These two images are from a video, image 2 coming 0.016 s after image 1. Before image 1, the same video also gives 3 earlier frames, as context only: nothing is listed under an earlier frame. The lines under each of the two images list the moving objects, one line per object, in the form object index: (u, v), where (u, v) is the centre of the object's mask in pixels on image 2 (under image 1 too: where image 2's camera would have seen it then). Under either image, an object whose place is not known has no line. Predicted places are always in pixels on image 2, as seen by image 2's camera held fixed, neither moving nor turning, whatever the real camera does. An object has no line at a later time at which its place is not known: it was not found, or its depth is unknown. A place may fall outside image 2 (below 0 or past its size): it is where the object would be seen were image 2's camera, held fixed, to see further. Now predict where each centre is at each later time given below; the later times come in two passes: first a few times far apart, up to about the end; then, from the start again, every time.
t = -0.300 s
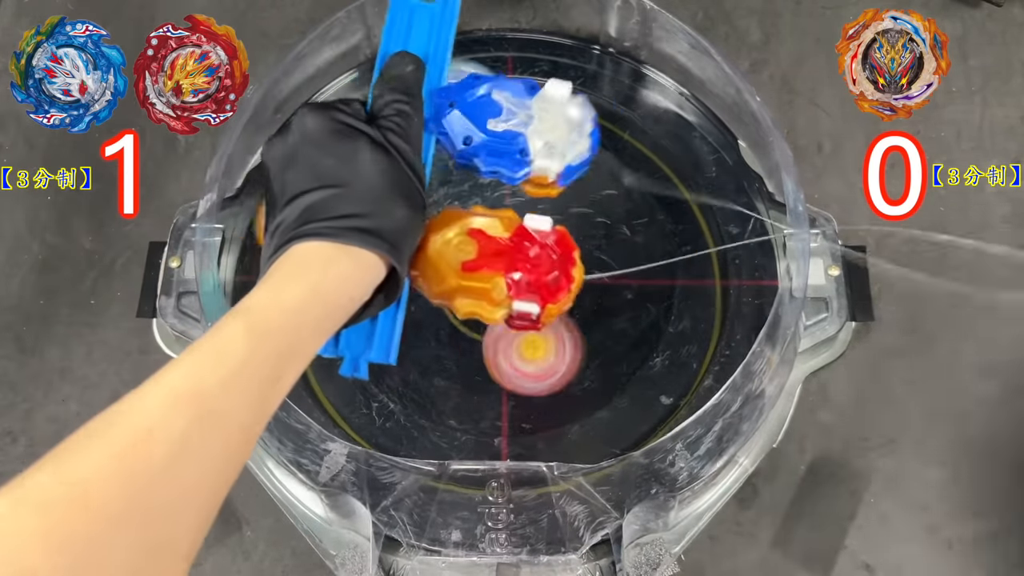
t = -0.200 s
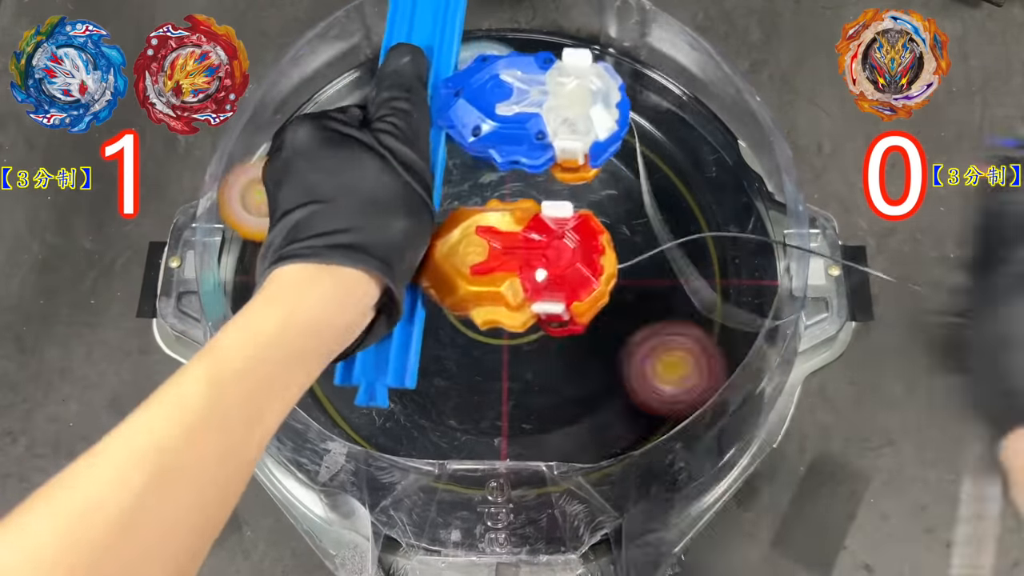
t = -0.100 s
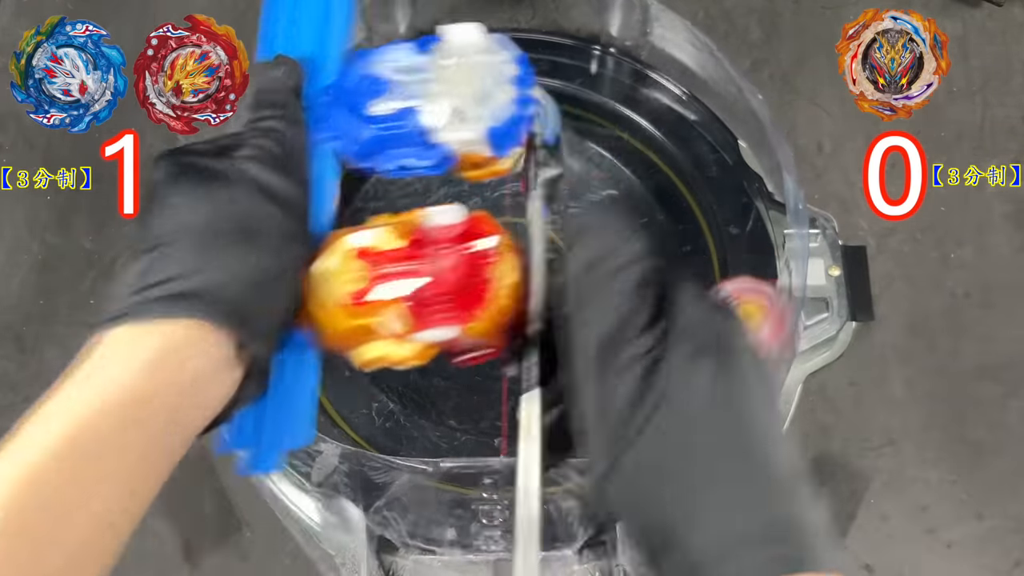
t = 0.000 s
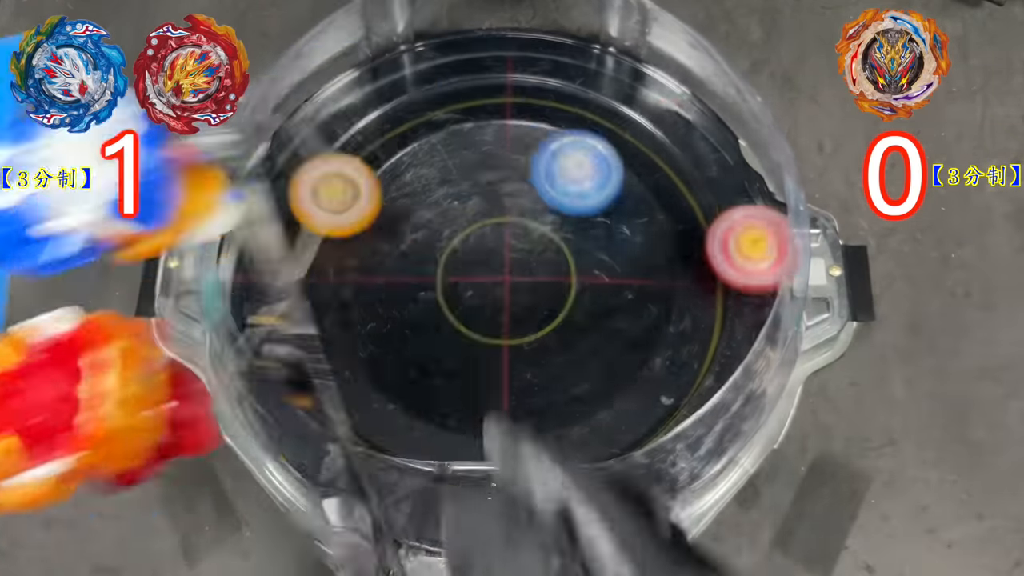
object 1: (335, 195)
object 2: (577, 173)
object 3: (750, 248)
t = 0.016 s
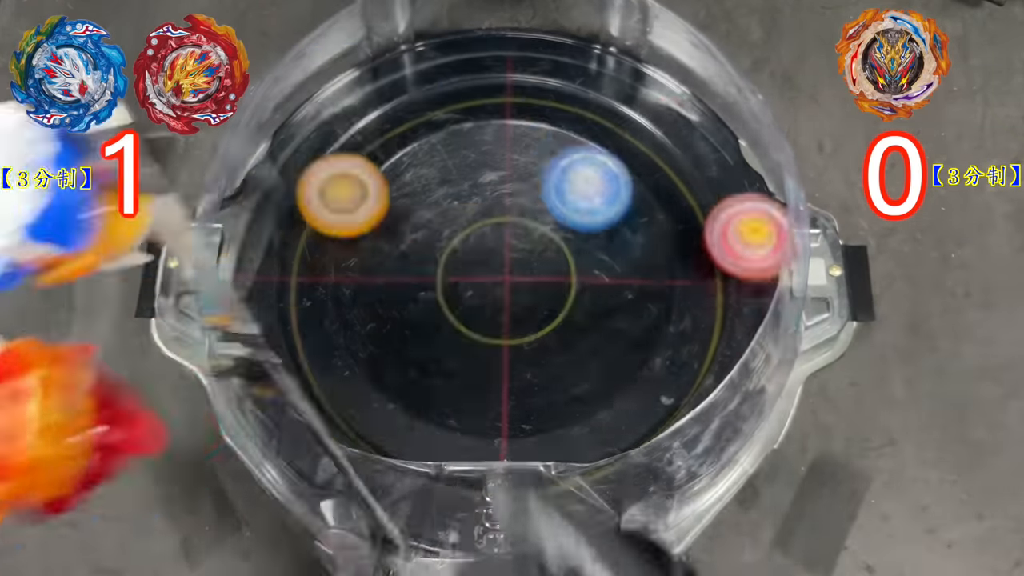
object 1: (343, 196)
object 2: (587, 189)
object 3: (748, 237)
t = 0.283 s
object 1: (534, 278)
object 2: (568, 384)
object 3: (638, 100)
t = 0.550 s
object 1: (620, 275)
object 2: (358, 327)
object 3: (388, 121)
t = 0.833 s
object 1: (752, 309)
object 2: (321, 111)
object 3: (331, 287)
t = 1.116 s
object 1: (736, 225)
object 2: (538, 208)
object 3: (403, 502)
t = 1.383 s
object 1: (529, 69)
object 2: (557, 371)
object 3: (547, 477)
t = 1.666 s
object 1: (298, 227)
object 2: (441, 236)
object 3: (663, 429)
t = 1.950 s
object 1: (394, 443)
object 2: (606, 222)
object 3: (654, 301)
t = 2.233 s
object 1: (605, 446)
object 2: (469, 231)
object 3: (749, 319)
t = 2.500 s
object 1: (525, 400)
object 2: (542, 214)
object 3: (691, 292)
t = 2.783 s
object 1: (385, 215)
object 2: (464, 257)
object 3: (609, 177)
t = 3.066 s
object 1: (384, 99)
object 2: (410, 287)
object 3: (494, 150)
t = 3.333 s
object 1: (384, 181)
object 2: (293, 349)
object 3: (481, 172)
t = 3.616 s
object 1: (491, 353)
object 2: (268, 359)
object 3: (527, 273)
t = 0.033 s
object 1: (351, 197)
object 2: (596, 206)
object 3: (747, 226)
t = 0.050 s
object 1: (359, 199)
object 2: (603, 218)
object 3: (744, 216)
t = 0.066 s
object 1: (369, 202)
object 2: (608, 227)
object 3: (741, 204)
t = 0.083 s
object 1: (379, 206)
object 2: (612, 238)
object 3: (737, 195)
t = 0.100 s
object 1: (391, 210)
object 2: (617, 253)
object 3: (732, 185)
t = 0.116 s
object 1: (403, 216)
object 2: (621, 269)
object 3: (726, 176)
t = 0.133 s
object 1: (415, 222)
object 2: (624, 286)
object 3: (719, 168)
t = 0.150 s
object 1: (428, 229)
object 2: (623, 297)
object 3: (712, 159)
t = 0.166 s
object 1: (441, 235)
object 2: (620, 309)
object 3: (704, 150)
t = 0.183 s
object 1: (454, 242)
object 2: (617, 323)
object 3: (697, 141)
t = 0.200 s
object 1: (468, 249)
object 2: (613, 336)
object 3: (689, 134)
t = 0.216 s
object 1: (482, 256)
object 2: (606, 346)
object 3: (680, 126)
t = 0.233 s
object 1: (495, 263)
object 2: (599, 357)
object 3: (671, 119)
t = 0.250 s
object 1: (509, 268)
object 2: (590, 367)
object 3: (660, 111)
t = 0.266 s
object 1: (521, 274)
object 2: (580, 375)
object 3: (650, 106)
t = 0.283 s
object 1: (534, 278)
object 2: (568, 384)
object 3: (638, 100)
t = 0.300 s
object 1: (545, 281)
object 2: (555, 392)
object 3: (626, 95)
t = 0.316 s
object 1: (557, 283)
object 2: (541, 398)
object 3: (611, 91)
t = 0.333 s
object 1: (567, 284)
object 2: (526, 402)
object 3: (596, 88)
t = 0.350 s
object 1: (577, 286)
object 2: (511, 406)
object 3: (580, 85)
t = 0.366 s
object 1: (586, 286)
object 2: (495, 408)
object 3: (564, 82)
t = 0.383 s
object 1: (593, 286)
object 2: (479, 409)
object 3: (547, 81)
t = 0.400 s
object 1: (600, 286)
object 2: (463, 407)
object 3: (531, 80)
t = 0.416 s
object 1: (605, 285)
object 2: (448, 404)
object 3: (514, 80)
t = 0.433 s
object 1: (610, 285)
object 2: (434, 400)
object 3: (497, 82)
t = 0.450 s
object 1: (614, 284)
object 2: (419, 394)
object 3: (481, 84)
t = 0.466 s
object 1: (617, 282)
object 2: (405, 386)
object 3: (465, 88)
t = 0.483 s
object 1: (619, 281)
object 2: (393, 376)
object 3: (449, 92)
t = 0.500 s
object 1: (621, 280)
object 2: (381, 366)
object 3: (434, 98)
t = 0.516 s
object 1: (621, 278)
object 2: (371, 354)
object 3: (418, 105)
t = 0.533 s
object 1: (621, 276)
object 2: (364, 341)
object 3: (403, 112)
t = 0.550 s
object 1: (620, 275)
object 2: (358, 327)
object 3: (388, 121)
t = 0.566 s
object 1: (618, 273)
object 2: (354, 312)
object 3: (374, 129)
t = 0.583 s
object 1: (615, 271)
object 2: (351, 296)
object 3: (361, 140)
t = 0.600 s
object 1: (612, 268)
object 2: (351, 280)
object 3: (347, 150)
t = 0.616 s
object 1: (608, 266)
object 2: (353, 264)
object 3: (335, 162)
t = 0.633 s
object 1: (603, 264)
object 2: (359, 250)
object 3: (322, 171)
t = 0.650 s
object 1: (598, 261)
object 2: (376, 248)
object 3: (296, 166)
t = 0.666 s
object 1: (593, 259)
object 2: (396, 244)
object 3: (277, 165)
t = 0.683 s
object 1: (588, 256)
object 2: (414, 243)
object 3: (279, 177)
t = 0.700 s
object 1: (580, 254)
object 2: (432, 239)
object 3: (286, 192)
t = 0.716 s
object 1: (573, 251)
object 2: (450, 234)
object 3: (290, 201)
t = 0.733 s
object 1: (566, 248)
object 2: (468, 230)
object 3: (295, 213)
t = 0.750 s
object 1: (569, 250)
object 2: (476, 222)
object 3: (300, 227)
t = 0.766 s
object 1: (620, 266)
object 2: (446, 197)
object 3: (306, 240)
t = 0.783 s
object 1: (671, 278)
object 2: (415, 173)
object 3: (311, 251)
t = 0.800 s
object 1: (721, 289)
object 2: (381, 149)
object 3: (317, 262)
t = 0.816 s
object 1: (762, 301)
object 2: (352, 130)
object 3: (324, 274)
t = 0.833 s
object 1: (752, 309)
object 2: (321, 111)
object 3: (331, 287)
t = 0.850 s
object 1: (739, 318)
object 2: (314, 109)
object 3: (342, 301)
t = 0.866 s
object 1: (723, 328)
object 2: (323, 113)
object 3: (350, 316)
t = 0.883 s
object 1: (705, 336)
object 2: (337, 120)
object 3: (361, 330)
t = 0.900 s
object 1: (693, 338)
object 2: (353, 129)
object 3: (377, 346)
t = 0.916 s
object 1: (679, 341)
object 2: (367, 138)
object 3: (393, 362)
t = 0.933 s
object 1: (664, 345)
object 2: (381, 144)
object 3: (411, 376)
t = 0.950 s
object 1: (649, 350)
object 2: (394, 147)
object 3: (433, 389)
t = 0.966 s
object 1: (633, 354)
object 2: (406, 153)
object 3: (457, 399)
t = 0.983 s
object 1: (616, 356)
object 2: (419, 160)
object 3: (482, 408)
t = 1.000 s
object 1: (600, 358)
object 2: (432, 169)
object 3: (509, 411)
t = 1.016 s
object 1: (607, 349)
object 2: (447, 174)
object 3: (507, 421)
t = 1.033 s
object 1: (631, 327)
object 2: (461, 179)
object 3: (487, 440)
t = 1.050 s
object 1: (653, 304)
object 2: (476, 184)
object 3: (464, 462)
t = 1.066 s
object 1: (675, 284)
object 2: (492, 189)
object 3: (445, 476)
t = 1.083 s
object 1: (697, 265)
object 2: (508, 195)
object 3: (427, 485)
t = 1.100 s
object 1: (718, 246)
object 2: (522, 200)
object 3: (413, 494)
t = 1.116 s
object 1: (736, 225)
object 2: (538, 208)
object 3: (403, 502)
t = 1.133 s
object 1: (748, 204)
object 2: (549, 215)
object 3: (402, 504)
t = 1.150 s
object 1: (740, 190)
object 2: (561, 224)
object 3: (408, 505)
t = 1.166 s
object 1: (724, 179)
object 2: (571, 233)
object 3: (418, 505)
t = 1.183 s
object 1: (710, 167)
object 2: (580, 243)
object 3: (431, 504)
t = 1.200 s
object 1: (696, 154)
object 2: (587, 252)
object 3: (441, 504)
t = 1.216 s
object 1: (682, 144)
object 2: (593, 263)
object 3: (456, 504)
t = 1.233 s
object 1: (668, 134)
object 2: (597, 273)
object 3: (466, 504)
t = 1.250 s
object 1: (653, 123)
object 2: (600, 284)
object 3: (478, 503)
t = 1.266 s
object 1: (638, 114)
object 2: (601, 297)
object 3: (488, 502)
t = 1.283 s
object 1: (624, 104)
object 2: (600, 309)
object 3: (497, 500)
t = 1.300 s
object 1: (609, 96)
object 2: (597, 321)
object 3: (508, 498)
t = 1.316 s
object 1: (594, 88)
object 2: (592, 333)
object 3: (516, 494)
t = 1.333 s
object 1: (579, 82)
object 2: (585, 344)
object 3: (524, 490)
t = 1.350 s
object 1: (562, 76)
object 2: (577, 354)
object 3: (531, 487)
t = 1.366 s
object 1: (546, 72)
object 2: (568, 363)
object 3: (539, 483)
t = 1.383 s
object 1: (529, 69)
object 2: (557, 371)
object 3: (547, 477)
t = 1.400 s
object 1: (512, 68)
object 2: (545, 377)
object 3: (554, 472)
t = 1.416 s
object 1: (494, 69)
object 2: (533, 379)
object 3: (561, 470)
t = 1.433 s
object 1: (476, 72)
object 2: (520, 374)
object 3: (572, 470)
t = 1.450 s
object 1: (458, 76)
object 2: (508, 368)
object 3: (583, 470)
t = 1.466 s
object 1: (440, 82)
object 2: (495, 362)
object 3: (594, 471)
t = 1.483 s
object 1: (423, 90)
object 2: (484, 355)
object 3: (602, 471)
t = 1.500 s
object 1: (406, 97)
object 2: (473, 347)
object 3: (611, 471)
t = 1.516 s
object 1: (389, 105)
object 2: (463, 338)
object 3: (618, 470)
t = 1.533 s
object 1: (373, 113)
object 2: (453, 328)
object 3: (625, 468)
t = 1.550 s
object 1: (358, 123)
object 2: (445, 317)
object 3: (632, 464)
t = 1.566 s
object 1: (344, 134)
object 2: (438, 305)
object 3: (638, 458)
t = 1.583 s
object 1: (331, 147)
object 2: (434, 293)
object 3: (642, 453)
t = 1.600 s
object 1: (320, 161)
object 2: (431, 282)
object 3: (648, 449)
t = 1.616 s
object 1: (311, 175)
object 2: (431, 269)
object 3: (653, 444)
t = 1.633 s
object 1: (305, 192)
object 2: (432, 258)
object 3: (657, 440)
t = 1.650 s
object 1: (301, 210)
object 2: (436, 247)
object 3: (661, 435)
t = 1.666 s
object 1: (298, 227)
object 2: (441, 236)
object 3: (663, 429)
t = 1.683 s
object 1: (295, 245)
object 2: (449, 227)
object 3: (665, 424)
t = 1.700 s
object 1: (292, 262)
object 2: (457, 218)
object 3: (666, 415)
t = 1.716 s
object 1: (290, 278)
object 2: (468, 210)
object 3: (668, 406)
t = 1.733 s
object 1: (289, 295)
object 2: (480, 203)
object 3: (665, 393)
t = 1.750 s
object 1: (288, 311)
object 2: (493, 199)
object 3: (667, 384)
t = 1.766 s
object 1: (288, 326)
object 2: (506, 195)
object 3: (669, 376)
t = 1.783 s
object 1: (293, 340)
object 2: (520, 194)
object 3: (670, 367)
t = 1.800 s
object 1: (299, 355)
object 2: (534, 194)
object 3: (668, 358)
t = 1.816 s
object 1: (308, 368)
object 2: (548, 196)
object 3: (665, 349)
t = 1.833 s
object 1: (318, 380)
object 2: (562, 199)
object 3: (662, 341)
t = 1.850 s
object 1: (328, 392)
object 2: (575, 204)
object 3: (658, 332)
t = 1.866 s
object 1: (339, 401)
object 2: (587, 209)
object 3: (654, 324)
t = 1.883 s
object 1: (350, 410)
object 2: (598, 216)
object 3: (650, 315)
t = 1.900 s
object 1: (362, 419)
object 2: (607, 224)
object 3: (645, 304)
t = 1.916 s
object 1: (372, 427)
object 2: (608, 224)
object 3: (647, 302)
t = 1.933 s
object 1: (383, 436)
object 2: (607, 223)
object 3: (651, 301)
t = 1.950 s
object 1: (394, 443)
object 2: (606, 222)
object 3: (654, 301)
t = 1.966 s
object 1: (405, 449)
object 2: (604, 222)
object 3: (655, 298)
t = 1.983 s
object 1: (415, 455)
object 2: (602, 224)
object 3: (656, 294)
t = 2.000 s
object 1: (428, 460)
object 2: (600, 227)
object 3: (656, 290)
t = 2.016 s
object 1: (441, 465)
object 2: (587, 226)
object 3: (668, 290)
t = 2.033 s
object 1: (453, 468)
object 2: (573, 225)
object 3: (681, 290)
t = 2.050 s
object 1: (466, 471)
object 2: (557, 224)
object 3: (693, 291)
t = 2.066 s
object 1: (480, 474)
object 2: (544, 223)
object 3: (705, 294)
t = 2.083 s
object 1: (494, 474)
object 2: (531, 223)
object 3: (717, 297)
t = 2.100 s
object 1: (508, 474)
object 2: (519, 224)
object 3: (725, 300)
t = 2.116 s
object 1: (522, 472)
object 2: (508, 225)
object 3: (728, 299)
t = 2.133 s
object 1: (536, 468)
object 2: (500, 226)
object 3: (731, 299)
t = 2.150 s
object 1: (549, 465)
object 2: (491, 228)
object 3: (733, 300)
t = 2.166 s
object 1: (561, 461)
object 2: (484, 230)
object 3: (737, 302)
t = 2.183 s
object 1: (574, 457)
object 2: (479, 230)
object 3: (740, 305)
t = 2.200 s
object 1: (585, 453)
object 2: (474, 231)
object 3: (743, 309)
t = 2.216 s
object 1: (596, 450)
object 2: (471, 232)
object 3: (747, 314)
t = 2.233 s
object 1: (605, 446)
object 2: (469, 231)
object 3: (749, 319)
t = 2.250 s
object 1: (615, 441)
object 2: (468, 231)
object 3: (747, 322)
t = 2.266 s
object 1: (624, 437)
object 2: (468, 230)
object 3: (743, 326)
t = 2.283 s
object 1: (632, 433)
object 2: (470, 229)
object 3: (741, 331)
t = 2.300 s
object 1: (640, 428)
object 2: (472, 226)
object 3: (739, 336)
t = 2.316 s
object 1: (647, 421)
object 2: (475, 224)
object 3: (736, 342)
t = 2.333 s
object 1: (654, 414)
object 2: (479, 221)
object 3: (735, 347)
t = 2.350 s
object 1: (656, 408)
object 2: (484, 218)
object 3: (738, 353)
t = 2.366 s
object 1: (641, 407)
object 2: (490, 215)
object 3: (745, 349)
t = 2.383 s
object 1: (626, 407)
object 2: (496, 213)
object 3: (737, 337)
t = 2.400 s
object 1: (609, 408)
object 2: (502, 212)
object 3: (724, 325)
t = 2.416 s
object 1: (595, 409)
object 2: (508, 211)
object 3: (721, 320)
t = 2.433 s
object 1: (581, 408)
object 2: (514, 210)
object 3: (720, 316)
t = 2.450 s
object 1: (567, 408)
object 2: (522, 210)
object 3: (713, 310)
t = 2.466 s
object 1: (553, 408)
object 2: (529, 211)
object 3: (707, 303)
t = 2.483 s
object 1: (539, 405)
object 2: (536, 212)
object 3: (699, 297)
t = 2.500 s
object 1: (525, 400)
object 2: (542, 214)
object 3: (691, 292)
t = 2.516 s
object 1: (511, 396)
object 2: (548, 218)
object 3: (684, 287)
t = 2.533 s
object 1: (497, 389)
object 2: (554, 222)
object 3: (677, 283)
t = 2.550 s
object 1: (483, 382)
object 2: (557, 227)
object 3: (668, 279)
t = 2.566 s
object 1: (470, 373)
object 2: (560, 232)
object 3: (660, 274)
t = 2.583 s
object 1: (458, 364)
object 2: (562, 238)
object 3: (650, 267)
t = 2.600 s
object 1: (446, 354)
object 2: (558, 243)
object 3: (644, 260)
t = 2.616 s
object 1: (435, 343)
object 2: (547, 248)
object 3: (648, 254)
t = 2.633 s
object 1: (425, 331)
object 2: (535, 253)
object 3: (652, 249)
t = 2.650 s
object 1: (415, 318)
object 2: (523, 258)
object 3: (654, 243)
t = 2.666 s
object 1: (407, 306)
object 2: (513, 261)
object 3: (653, 235)
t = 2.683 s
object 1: (399, 293)
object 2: (504, 264)
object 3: (652, 228)
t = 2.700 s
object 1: (393, 280)
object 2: (495, 265)
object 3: (648, 219)
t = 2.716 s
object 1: (389, 266)
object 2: (486, 266)
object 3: (644, 211)
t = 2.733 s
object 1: (386, 252)
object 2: (480, 265)
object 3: (638, 202)
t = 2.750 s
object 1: (384, 239)
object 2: (474, 263)
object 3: (630, 193)
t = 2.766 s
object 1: (385, 226)
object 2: (468, 260)
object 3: (620, 185)
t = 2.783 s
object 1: (385, 215)
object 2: (464, 257)
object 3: (609, 177)
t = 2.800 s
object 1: (387, 204)
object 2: (461, 253)
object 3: (596, 171)
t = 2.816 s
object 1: (390, 193)
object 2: (459, 250)
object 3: (583, 166)
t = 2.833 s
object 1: (393, 183)
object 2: (459, 244)
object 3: (567, 162)
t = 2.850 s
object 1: (398, 173)
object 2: (459, 240)
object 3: (551, 160)
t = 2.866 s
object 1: (403, 165)
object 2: (459, 235)
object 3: (534, 160)
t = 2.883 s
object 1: (409, 158)
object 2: (461, 230)
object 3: (517, 161)
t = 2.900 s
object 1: (415, 151)
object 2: (455, 237)
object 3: (509, 151)
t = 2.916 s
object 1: (421, 145)
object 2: (448, 248)
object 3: (504, 141)
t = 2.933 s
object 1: (420, 136)
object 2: (441, 256)
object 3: (502, 136)
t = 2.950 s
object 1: (414, 128)
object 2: (435, 266)
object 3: (505, 133)
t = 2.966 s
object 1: (408, 121)
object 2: (430, 272)
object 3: (507, 133)
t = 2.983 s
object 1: (402, 115)
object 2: (426, 277)
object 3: (509, 133)
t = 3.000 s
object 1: (397, 109)
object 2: (422, 282)
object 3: (508, 134)
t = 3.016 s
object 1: (393, 105)
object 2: (419, 284)
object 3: (507, 137)
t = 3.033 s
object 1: (388, 100)
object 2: (416, 287)
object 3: (503, 141)
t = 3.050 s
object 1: (386, 98)
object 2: (413, 288)
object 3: (499, 145)
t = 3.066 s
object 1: (384, 99)
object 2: (410, 287)
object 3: (494, 150)
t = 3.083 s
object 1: (384, 102)
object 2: (407, 286)
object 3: (487, 156)
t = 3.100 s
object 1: (383, 106)
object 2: (403, 283)
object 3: (479, 162)
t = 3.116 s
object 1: (382, 107)
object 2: (400, 279)
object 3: (470, 170)
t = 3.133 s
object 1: (381, 111)
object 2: (397, 274)
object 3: (461, 179)
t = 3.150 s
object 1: (381, 114)
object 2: (394, 269)
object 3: (453, 188)
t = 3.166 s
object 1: (381, 118)
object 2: (391, 263)
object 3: (447, 197)
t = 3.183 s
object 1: (380, 123)
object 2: (380, 274)
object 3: (449, 194)
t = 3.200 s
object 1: (381, 127)
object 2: (367, 286)
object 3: (456, 186)
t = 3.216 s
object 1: (381, 132)
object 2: (356, 298)
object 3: (462, 179)
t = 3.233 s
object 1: (381, 137)
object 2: (346, 307)
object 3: (467, 174)
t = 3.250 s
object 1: (381, 142)
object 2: (336, 314)
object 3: (471, 172)
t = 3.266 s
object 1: (381, 149)
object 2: (327, 323)
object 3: (475, 170)
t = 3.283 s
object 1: (381, 156)
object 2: (319, 332)
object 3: (477, 169)
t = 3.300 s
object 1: (382, 164)
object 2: (309, 339)
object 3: (479, 169)
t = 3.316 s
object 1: (383, 172)
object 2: (300, 346)
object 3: (480, 170)
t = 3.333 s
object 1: (384, 181)
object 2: (293, 349)
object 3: (481, 172)
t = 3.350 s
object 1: (385, 191)
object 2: (288, 353)
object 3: (481, 174)
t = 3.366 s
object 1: (388, 201)
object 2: (284, 358)
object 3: (480, 177)
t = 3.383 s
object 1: (391, 212)
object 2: (279, 363)
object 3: (479, 180)
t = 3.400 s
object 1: (394, 223)
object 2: (274, 365)
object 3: (477, 185)
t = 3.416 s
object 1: (398, 234)
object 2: (268, 366)
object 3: (476, 190)
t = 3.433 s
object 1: (402, 246)
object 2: (269, 365)
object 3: (475, 195)
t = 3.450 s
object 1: (407, 259)
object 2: (273, 363)
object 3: (475, 203)
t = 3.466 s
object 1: (412, 271)
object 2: (273, 362)
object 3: (475, 210)
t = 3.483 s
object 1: (418, 283)
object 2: (272, 361)
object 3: (476, 219)
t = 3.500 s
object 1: (424, 294)
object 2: (273, 360)
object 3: (478, 227)
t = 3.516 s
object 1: (431, 306)
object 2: (271, 359)
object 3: (482, 236)
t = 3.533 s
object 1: (440, 317)
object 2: (271, 359)
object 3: (487, 244)
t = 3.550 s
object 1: (449, 326)
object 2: (268, 359)
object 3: (493, 252)
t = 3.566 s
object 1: (459, 335)
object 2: (267, 359)
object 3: (500, 259)
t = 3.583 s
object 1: (469, 342)
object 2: (267, 359)
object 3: (508, 265)
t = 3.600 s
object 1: (480, 349)
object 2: (267, 359)
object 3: (518, 270)
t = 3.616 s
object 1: (491, 353)
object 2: (268, 359)
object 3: (527, 273)
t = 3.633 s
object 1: (502, 357)
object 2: (268, 359)
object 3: (536, 275)
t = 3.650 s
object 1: (514, 359)
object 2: (268, 360)
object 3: (545, 275)
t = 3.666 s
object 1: (525, 359)
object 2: (270, 360)
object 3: (555, 274)
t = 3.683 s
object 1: (536, 359)
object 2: (271, 360)
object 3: (565, 271)
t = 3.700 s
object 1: (546, 357)
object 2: (271, 359)
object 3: (574, 266)
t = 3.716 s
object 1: (556, 354)
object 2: (271, 360)
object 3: (583, 260)
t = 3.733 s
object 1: (564, 349)
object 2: (268, 360)
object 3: (590, 254)
